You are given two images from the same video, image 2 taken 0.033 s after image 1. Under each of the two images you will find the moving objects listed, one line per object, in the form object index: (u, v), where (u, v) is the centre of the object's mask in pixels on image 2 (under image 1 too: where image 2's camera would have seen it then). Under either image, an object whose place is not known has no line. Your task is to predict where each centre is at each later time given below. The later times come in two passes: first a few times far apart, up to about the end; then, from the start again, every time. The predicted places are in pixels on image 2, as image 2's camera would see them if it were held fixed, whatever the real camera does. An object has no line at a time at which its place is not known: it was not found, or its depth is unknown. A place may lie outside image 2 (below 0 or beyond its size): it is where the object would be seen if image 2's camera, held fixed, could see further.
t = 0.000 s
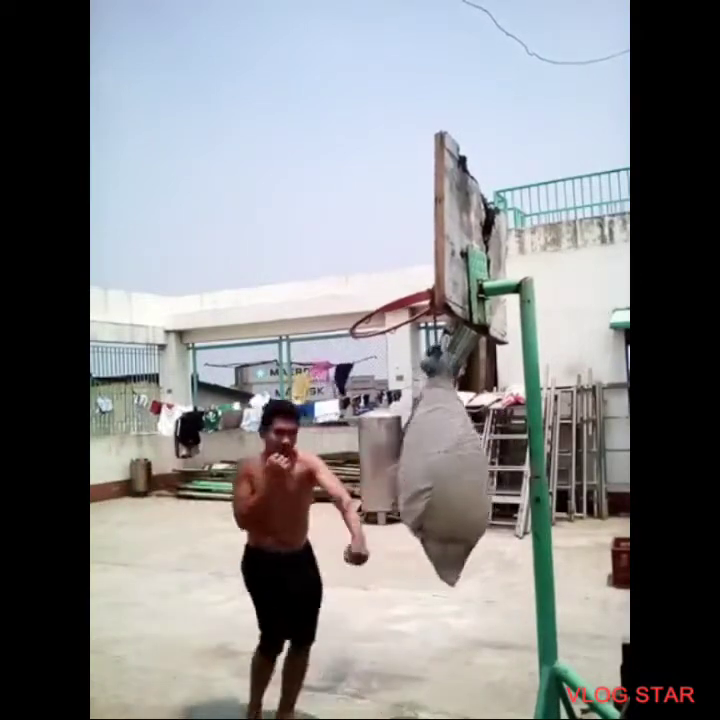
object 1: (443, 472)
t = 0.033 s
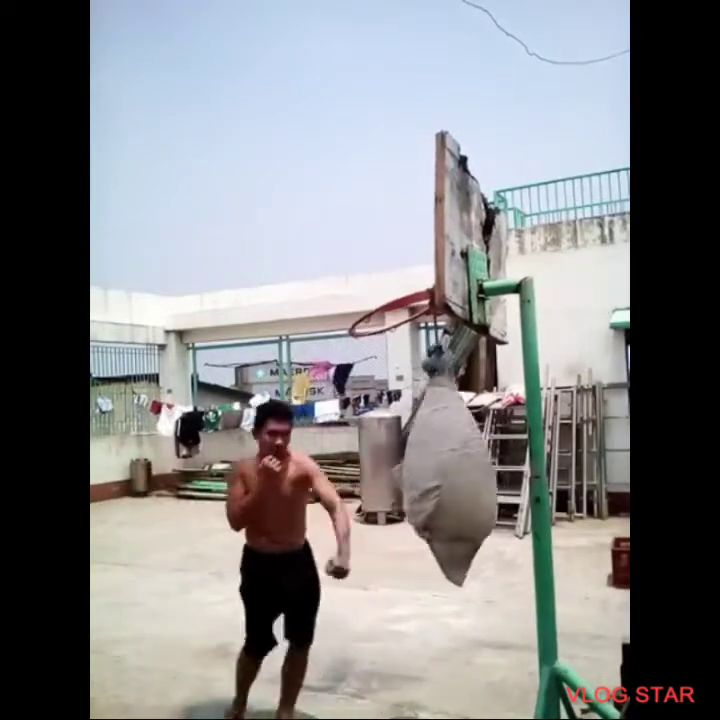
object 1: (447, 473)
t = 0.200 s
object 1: (467, 470)
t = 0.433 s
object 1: (477, 467)
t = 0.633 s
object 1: (463, 466)
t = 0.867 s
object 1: (435, 462)
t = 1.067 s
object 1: (415, 458)
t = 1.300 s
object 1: (405, 462)
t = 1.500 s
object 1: (418, 469)
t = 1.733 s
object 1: (452, 475)
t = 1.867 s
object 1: (470, 473)
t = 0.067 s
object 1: (451, 473)
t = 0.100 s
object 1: (456, 472)
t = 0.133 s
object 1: (460, 472)
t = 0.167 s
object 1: (464, 471)
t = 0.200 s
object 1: (467, 470)
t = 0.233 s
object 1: (471, 470)
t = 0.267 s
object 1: (473, 470)
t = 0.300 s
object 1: (475, 469)
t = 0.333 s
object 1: (477, 469)
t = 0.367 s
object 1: (477, 468)
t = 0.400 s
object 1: (477, 467)
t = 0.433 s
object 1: (477, 467)
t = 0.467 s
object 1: (476, 467)
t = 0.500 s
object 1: (474, 467)
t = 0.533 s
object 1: (472, 466)
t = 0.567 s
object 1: (470, 466)
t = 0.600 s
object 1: (466, 466)
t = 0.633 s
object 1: (463, 466)
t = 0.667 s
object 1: (459, 466)
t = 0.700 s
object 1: (454, 465)
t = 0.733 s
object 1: (450, 463)
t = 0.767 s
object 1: (446, 463)
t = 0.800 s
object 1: (442, 463)
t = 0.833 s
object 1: (438, 462)
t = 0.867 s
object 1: (435, 462)
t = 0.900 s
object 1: (431, 460)
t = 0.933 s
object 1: (427, 461)
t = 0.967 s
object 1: (423, 459)
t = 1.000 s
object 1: (420, 458)
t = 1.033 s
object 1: (417, 459)
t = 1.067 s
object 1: (415, 458)
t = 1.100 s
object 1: (413, 459)
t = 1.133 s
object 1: (412, 460)
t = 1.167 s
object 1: (411, 460)
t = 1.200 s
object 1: (405, 459)
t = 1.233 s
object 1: (407, 460)
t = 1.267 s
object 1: (405, 461)
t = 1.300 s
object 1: (405, 462)
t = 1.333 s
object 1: (406, 463)
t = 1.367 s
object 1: (407, 465)
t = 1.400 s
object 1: (408, 466)
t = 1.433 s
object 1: (410, 467)
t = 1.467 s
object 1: (413, 468)
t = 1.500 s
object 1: (418, 469)
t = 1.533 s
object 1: (419, 469)
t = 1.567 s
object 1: (425, 470)
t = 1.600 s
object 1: (433, 474)
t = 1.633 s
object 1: (438, 476)
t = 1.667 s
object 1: (443, 475)
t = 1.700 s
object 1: (448, 476)
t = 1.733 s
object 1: (452, 475)
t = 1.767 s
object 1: (457, 475)
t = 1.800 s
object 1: (462, 475)
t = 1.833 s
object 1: (466, 474)
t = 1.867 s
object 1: (470, 473)
